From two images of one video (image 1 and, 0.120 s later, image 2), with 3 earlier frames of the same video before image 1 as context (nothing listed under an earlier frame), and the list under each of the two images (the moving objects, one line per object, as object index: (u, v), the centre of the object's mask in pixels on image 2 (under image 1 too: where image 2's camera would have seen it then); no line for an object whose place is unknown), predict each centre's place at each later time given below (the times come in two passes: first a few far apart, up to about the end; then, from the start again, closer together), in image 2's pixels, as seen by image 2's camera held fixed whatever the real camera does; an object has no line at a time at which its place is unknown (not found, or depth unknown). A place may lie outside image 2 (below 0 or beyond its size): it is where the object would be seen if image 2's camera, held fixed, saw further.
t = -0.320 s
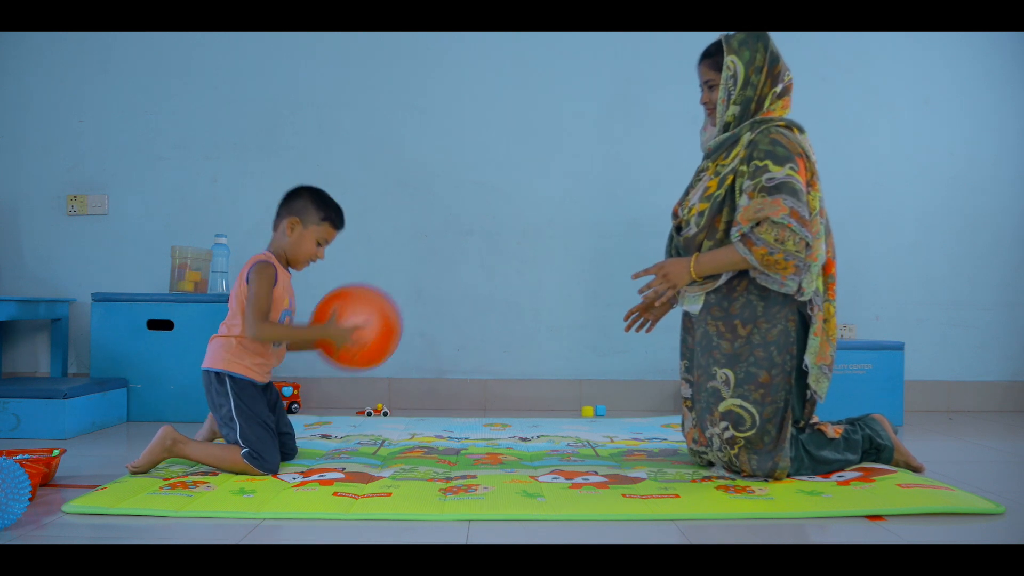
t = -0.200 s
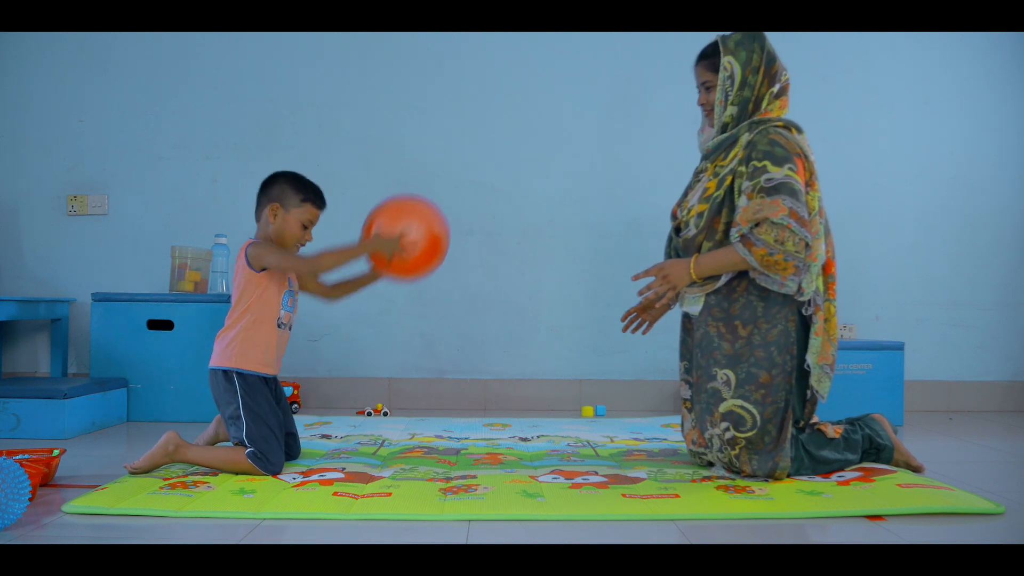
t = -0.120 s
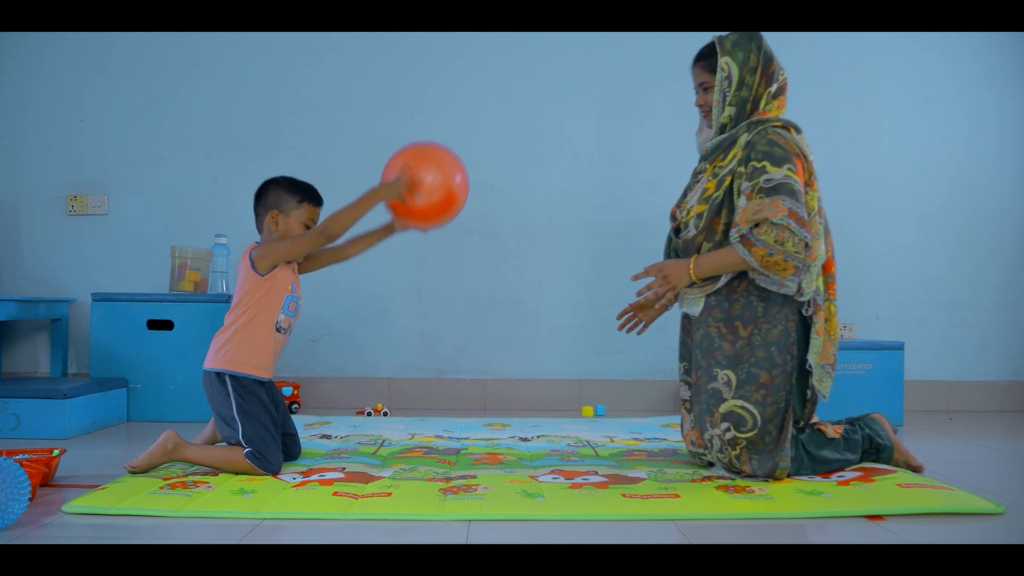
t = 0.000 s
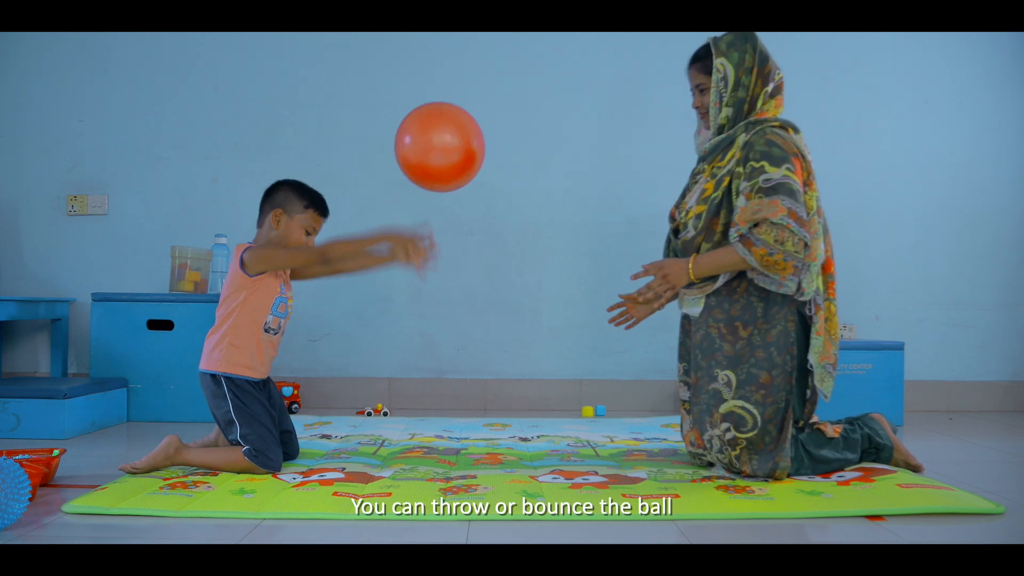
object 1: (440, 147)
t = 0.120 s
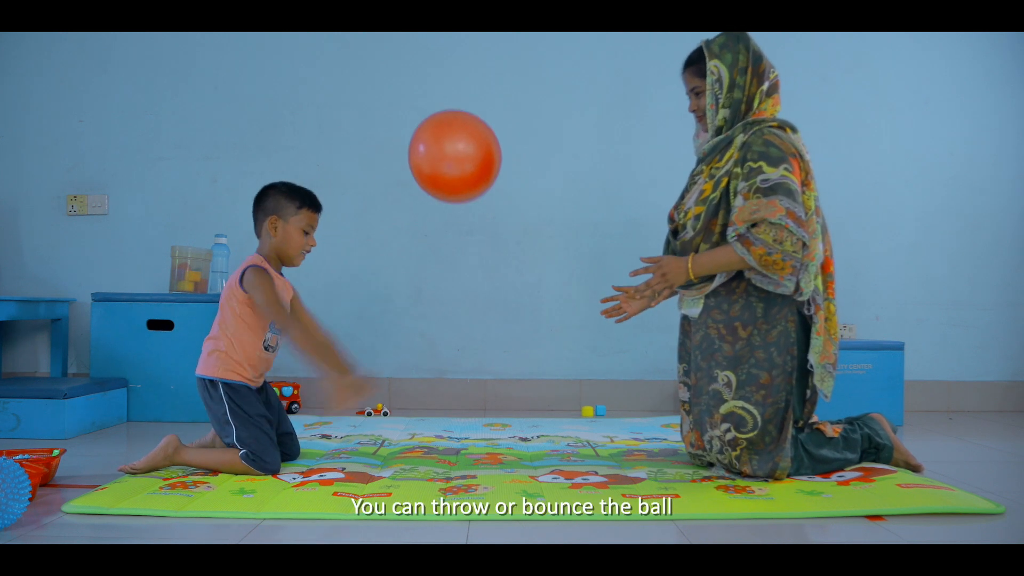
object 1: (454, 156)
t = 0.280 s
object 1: (471, 251)
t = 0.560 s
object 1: (492, 319)
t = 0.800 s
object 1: (505, 231)
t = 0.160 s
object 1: (459, 170)
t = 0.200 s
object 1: (463, 190)
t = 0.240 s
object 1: (467, 217)
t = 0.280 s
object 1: (471, 251)
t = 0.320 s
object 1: (475, 291)
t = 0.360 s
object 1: (478, 339)
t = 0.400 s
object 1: (482, 392)
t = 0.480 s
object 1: (487, 390)
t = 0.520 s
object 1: (490, 352)
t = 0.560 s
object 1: (492, 319)
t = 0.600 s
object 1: (494, 291)
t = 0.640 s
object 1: (497, 268)
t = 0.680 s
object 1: (499, 250)
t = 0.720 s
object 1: (501, 238)
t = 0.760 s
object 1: (503, 231)
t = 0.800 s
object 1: (505, 231)
